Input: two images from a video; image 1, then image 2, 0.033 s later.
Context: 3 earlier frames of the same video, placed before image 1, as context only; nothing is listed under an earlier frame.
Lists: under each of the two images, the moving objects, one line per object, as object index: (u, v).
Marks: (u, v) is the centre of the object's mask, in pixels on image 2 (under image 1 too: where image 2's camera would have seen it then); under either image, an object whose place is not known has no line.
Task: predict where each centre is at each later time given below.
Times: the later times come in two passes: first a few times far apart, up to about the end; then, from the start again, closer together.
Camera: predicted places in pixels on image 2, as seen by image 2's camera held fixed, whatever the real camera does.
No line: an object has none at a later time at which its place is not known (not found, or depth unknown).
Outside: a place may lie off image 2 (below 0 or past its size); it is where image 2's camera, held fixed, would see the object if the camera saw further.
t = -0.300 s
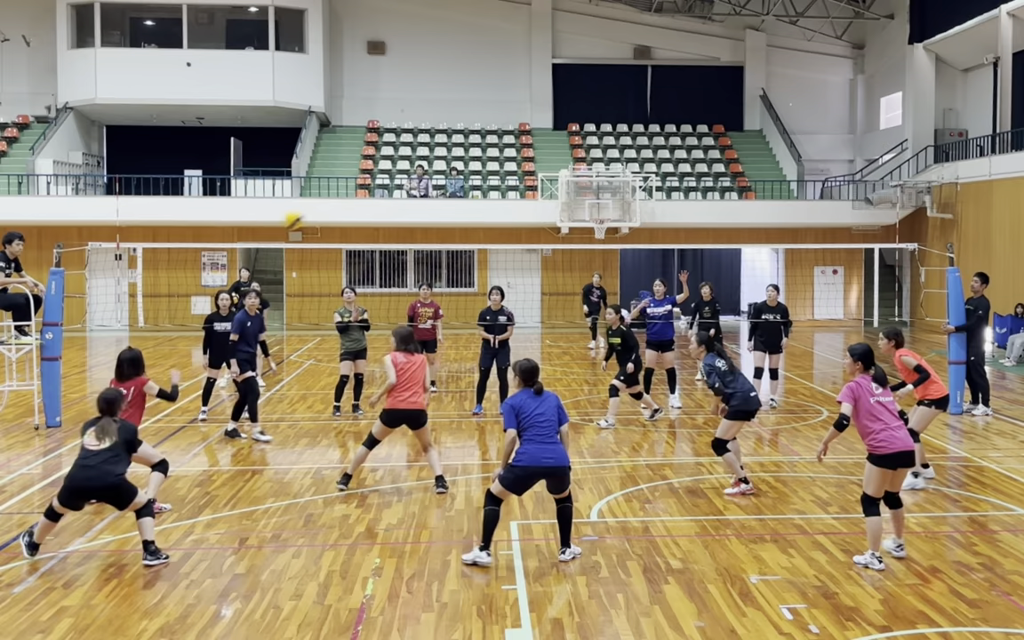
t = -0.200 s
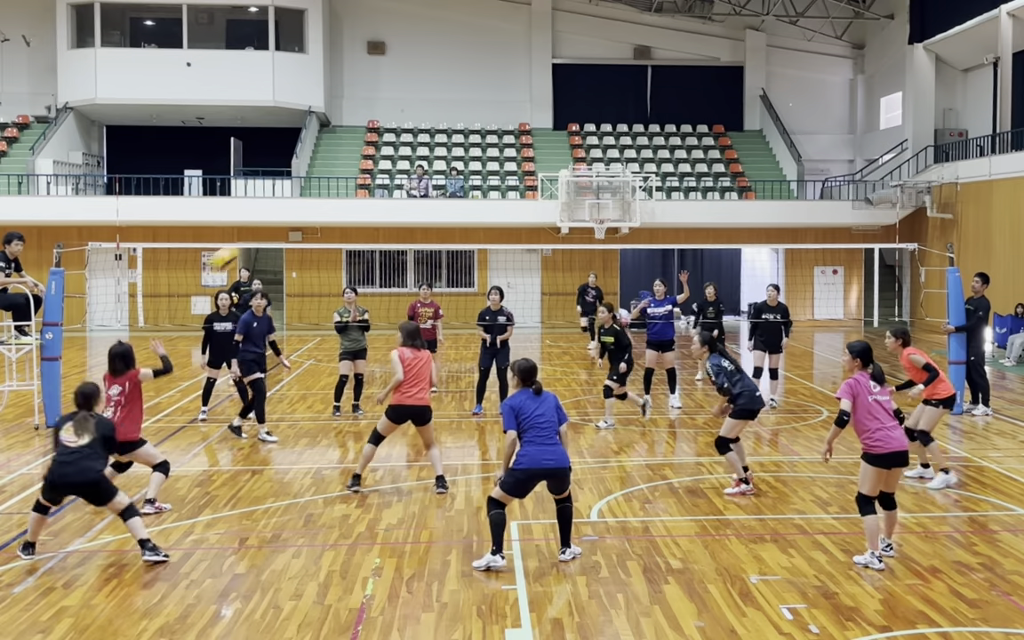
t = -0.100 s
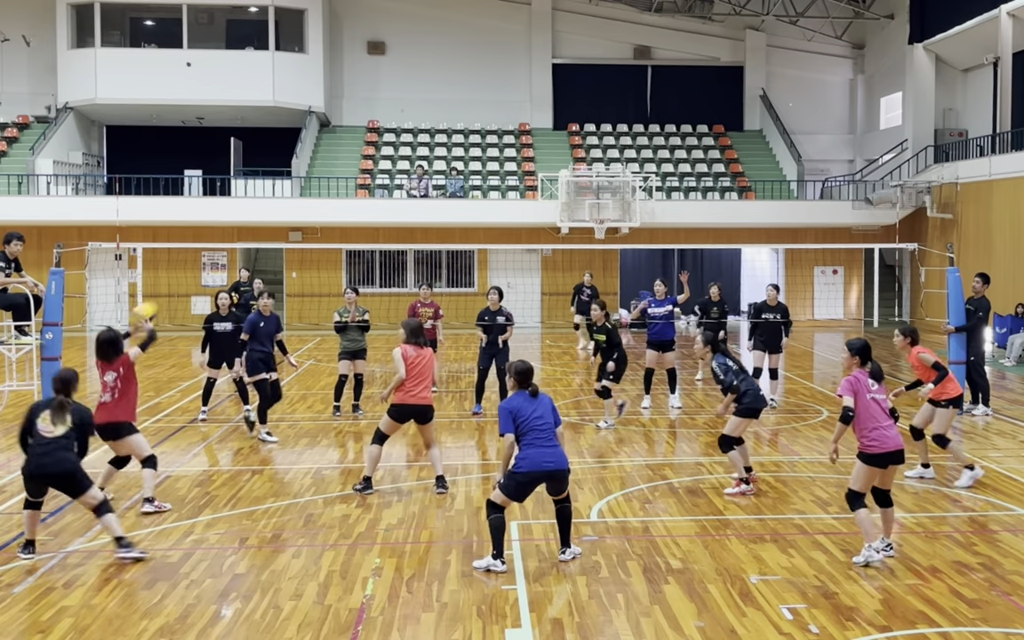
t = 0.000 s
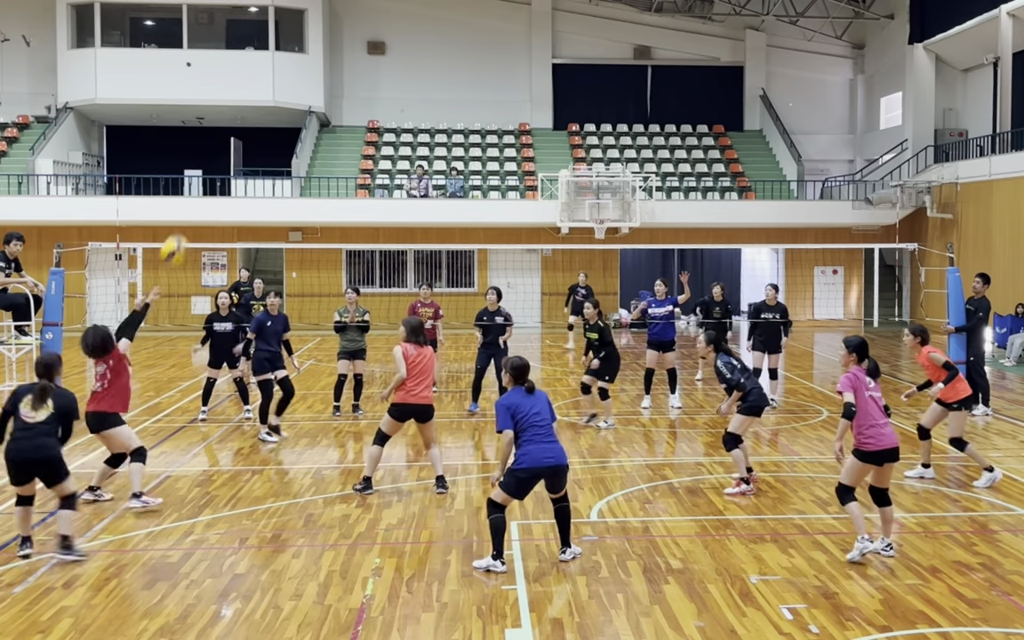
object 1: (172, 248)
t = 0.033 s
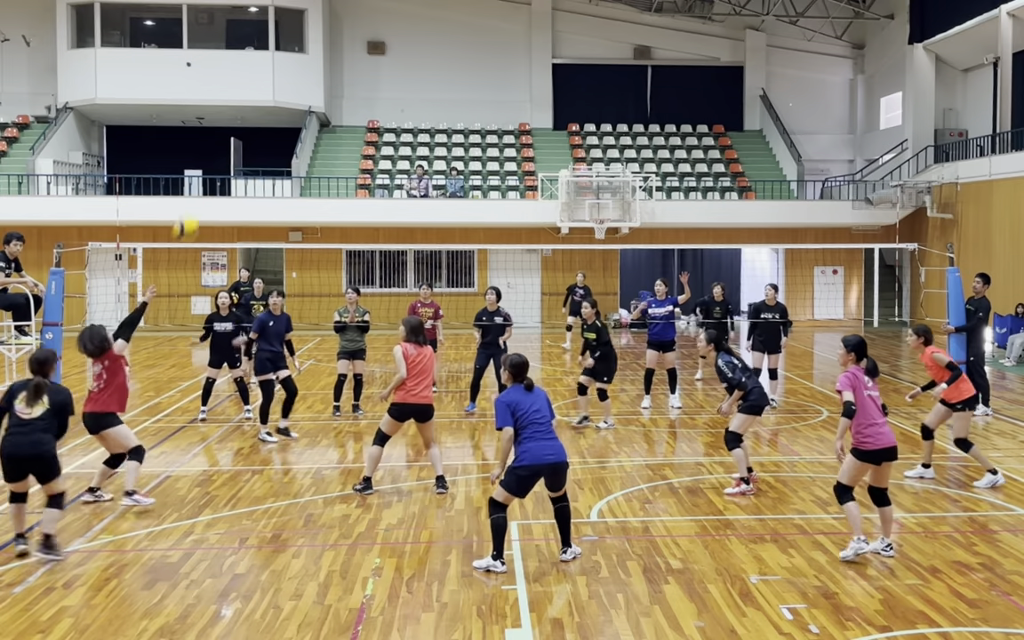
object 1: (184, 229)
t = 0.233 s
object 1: (263, 118)
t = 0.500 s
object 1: (357, 43)
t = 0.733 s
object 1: (434, 40)
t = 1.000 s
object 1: (517, 105)
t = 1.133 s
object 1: (557, 159)
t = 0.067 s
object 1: (201, 202)
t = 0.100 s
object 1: (214, 183)
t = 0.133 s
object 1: (226, 165)
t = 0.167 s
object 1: (238, 148)
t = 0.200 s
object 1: (250, 131)
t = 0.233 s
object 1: (263, 118)
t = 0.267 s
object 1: (275, 103)
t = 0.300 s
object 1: (286, 90)
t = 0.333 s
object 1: (299, 79)
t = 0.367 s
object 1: (310, 68)
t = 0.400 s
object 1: (324, 60)
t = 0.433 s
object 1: (335, 53)
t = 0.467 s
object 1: (345, 48)
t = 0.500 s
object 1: (357, 43)
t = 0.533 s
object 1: (369, 40)
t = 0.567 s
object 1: (380, 38)
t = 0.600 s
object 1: (391, 35)
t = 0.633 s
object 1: (402, 35)
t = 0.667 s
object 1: (414, 36)
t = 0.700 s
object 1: (422, 37)
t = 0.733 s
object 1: (434, 40)
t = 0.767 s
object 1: (445, 45)
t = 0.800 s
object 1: (457, 51)
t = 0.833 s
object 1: (466, 58)
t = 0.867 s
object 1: (476, 64)
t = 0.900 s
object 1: (486, 73)
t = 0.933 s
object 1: (497, 83)
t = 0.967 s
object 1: (507, 93)
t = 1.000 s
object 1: (517, 105)
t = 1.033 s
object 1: (527, 116)
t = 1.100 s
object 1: (548, 144)
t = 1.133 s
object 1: (557, 159)
